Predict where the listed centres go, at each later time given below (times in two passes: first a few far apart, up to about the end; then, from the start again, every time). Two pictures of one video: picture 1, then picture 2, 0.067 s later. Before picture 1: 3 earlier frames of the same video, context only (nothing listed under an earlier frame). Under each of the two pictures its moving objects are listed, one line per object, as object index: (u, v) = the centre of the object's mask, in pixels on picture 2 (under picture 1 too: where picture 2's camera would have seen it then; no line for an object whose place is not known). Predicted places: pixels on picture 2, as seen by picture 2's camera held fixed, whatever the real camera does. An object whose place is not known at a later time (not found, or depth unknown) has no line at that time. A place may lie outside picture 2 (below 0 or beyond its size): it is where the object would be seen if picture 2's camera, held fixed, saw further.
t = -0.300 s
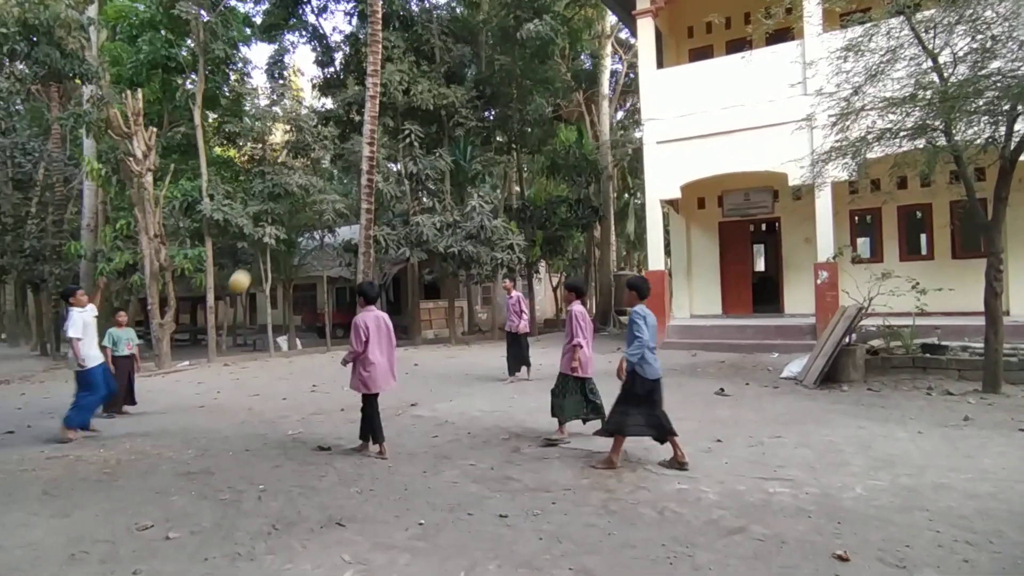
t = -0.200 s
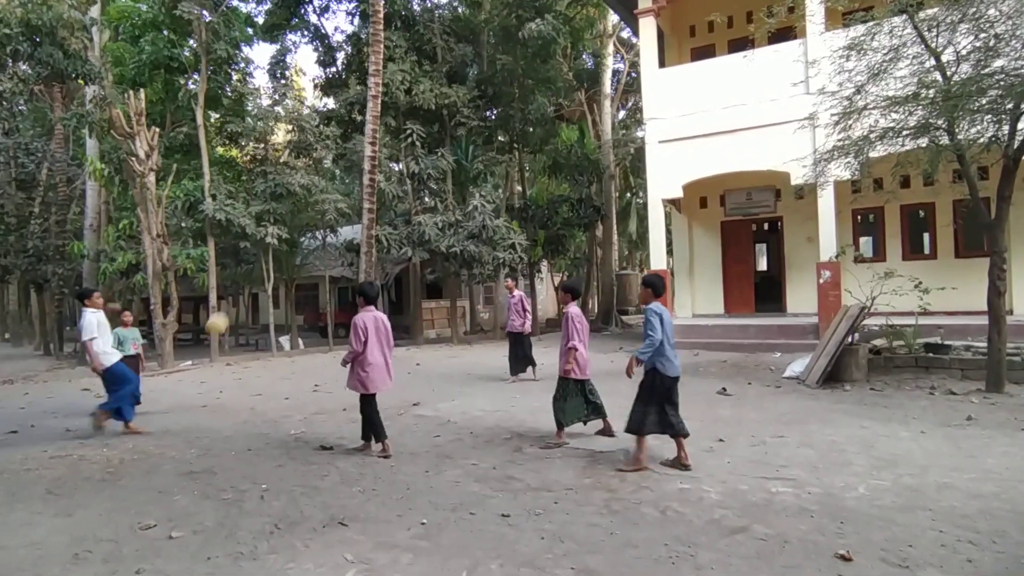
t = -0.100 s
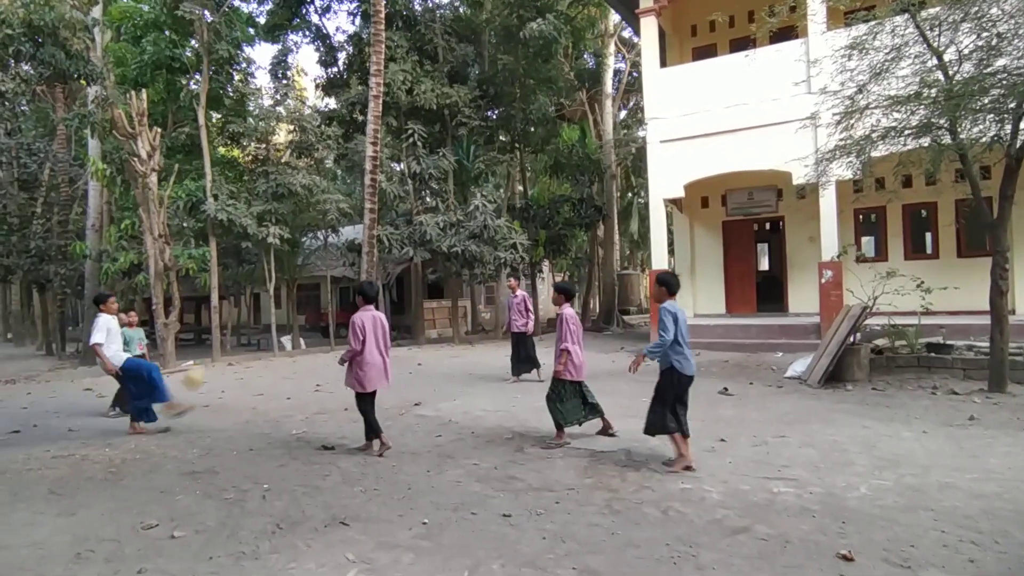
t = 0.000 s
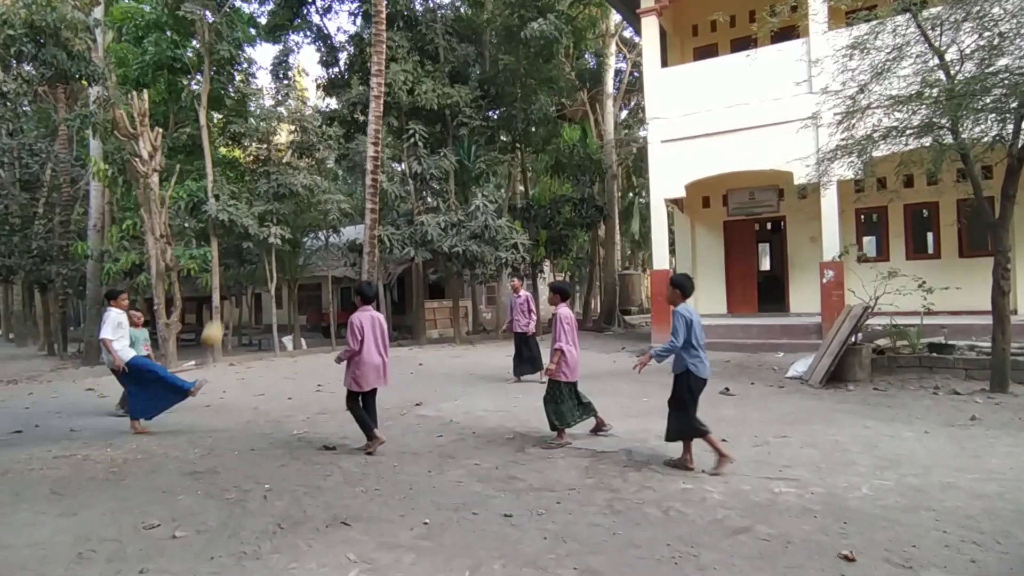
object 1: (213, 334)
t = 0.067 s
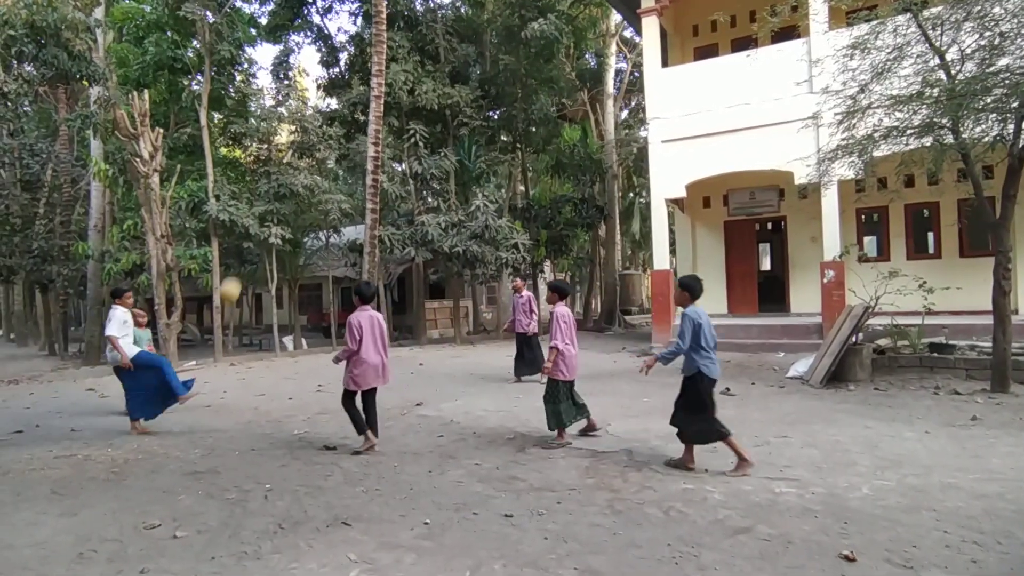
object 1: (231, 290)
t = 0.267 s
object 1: (279, 182)
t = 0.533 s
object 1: (344, 86)
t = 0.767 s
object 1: (401, 53)
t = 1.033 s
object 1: (470, 82)
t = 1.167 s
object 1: (507, 125)
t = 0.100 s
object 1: (238, 270)
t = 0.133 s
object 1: (246, 251)
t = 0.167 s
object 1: (254, 232)
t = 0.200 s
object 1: (263, 214)
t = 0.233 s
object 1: (271, 197)
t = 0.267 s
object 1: (279, 182)
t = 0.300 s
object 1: (287, 165)
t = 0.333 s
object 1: (296, 151)
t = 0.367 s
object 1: (303, 138)
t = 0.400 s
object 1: (311, 125)
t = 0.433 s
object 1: (319, 115)
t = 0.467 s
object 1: (327, 104)
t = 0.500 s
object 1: (337, 93)
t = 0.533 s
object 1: (344, 86)
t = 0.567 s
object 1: (352, 78)
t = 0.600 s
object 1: (360, 71)
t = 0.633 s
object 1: (368, 65)
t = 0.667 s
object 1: (376, 60)
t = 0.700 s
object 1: (384, 56)
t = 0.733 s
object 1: (393, 54)
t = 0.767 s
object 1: (401, 53)
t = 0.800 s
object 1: (410, 52)
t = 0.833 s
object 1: (418, 53)
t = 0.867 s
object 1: (427, 54)
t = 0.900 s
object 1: (435, 57)
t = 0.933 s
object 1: (444, 61)
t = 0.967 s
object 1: (452, 67)
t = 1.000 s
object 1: (461, 73)
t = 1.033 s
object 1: (470, 82)
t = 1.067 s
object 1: (479, 91)
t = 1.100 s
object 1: (488, 101)
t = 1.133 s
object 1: (498, 112)
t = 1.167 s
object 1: (507, 125)
